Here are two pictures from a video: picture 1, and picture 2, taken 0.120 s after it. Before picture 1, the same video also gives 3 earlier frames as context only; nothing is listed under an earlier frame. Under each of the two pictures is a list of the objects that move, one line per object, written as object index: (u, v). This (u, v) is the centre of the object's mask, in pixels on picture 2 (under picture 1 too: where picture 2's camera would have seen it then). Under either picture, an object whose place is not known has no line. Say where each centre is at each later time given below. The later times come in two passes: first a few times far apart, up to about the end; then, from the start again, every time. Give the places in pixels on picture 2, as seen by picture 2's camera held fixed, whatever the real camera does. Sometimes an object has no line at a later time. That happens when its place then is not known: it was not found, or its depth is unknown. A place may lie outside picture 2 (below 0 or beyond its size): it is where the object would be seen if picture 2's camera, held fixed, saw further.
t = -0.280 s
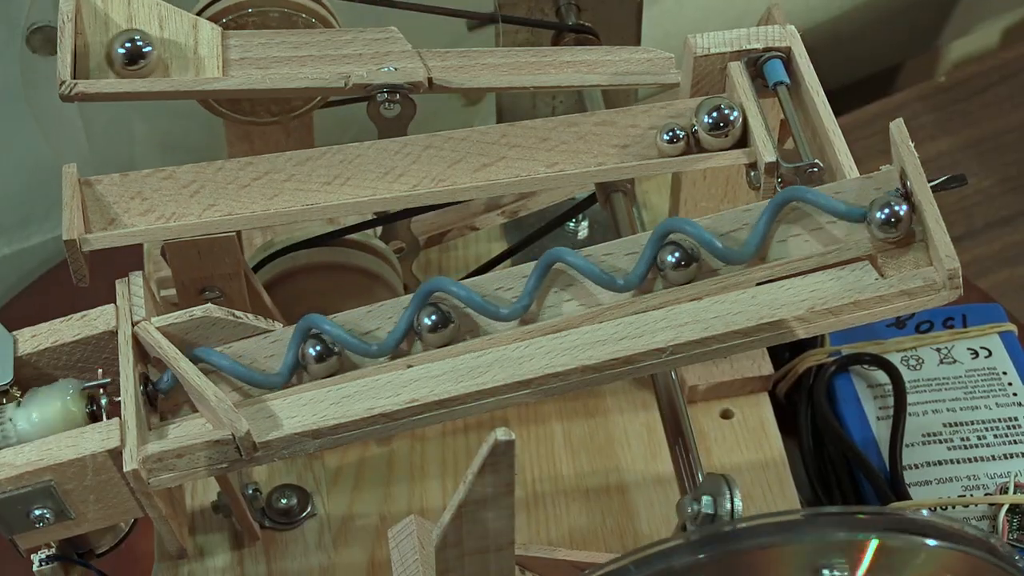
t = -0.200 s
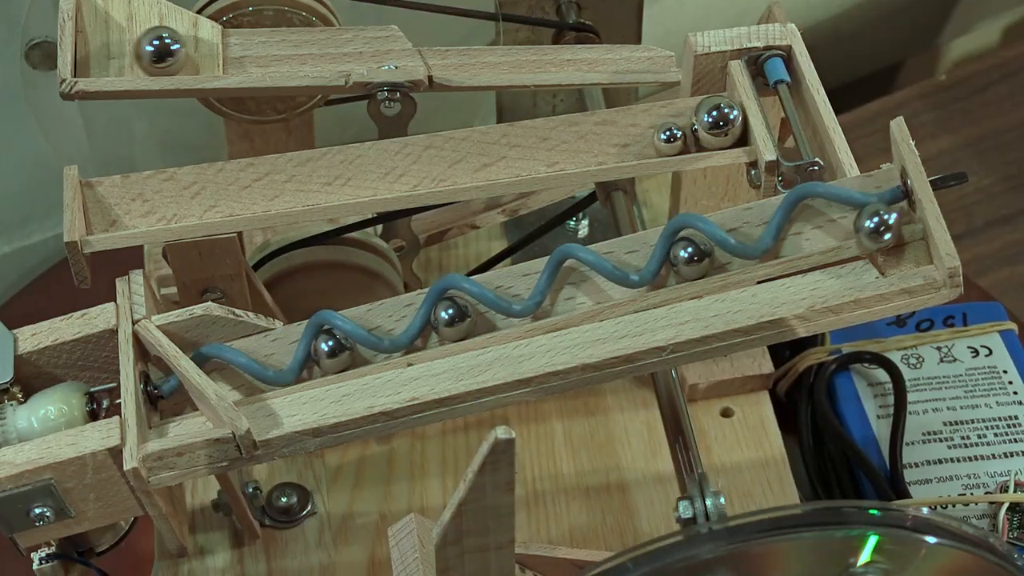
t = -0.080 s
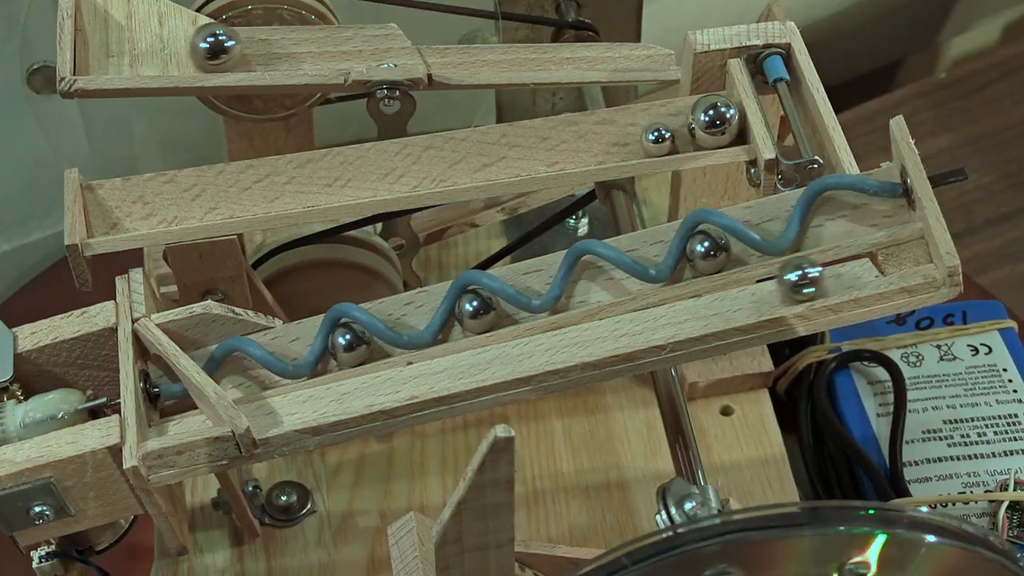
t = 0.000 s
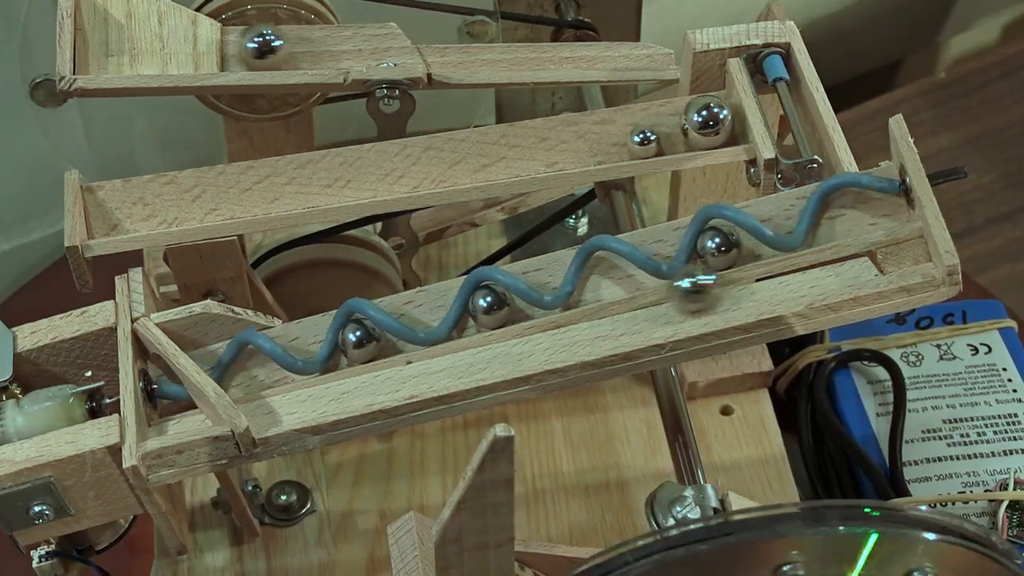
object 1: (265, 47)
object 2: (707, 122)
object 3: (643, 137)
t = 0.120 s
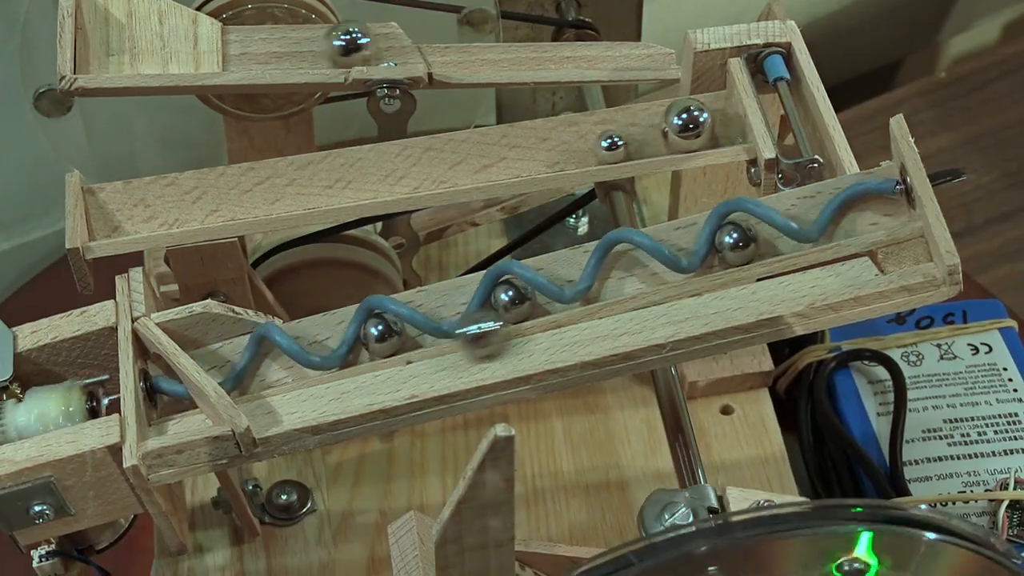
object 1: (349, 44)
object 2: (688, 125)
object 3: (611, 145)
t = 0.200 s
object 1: (397, 41)
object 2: (666, 129)
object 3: (581, 147)
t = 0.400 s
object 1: (538, 41)
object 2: (578, 145)
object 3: (479, 167)
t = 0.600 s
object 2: (440, 168)
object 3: (332, 194)
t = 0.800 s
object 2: (243, 206)
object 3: (129, 238)
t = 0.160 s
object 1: (375, 39)
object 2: (677, 127)
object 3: (596, 145)
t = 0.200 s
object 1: (397, 41)
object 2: (666, 129)
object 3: (581, 147)
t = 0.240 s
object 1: (420, 42)
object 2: (652, 132)
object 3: (564, 150)
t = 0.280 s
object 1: (446, 44)
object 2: (636, 134)
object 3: (545, 154)
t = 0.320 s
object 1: (475, 43)
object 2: (618, 136)
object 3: (524, 157)
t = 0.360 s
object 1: (507, 41)
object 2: (600, 140)
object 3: (502, 161)
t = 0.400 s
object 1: (538, 41)
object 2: (578, 145)
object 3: (479, 167)
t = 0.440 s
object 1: (572, 40)
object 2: (554, 149)
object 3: (453, 171)
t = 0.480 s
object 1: (607, 40)
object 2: (530, 154)
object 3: (427, 177)
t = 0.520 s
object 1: (643, 40)
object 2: (502, 158)
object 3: (397, 185)
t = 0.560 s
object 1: (672, 35)
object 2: (471, 163)
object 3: (365, 186)
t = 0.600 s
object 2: (440, 168)
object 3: (332, 194)
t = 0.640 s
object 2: (406, 175)
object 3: (296, 199)
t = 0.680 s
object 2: (368, 182)
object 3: (258, 209)
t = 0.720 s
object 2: (328, 190)
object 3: (218, 220)
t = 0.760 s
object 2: (287, 198)
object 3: (175, 228)
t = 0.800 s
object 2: (243, 206)
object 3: (129, 238)
